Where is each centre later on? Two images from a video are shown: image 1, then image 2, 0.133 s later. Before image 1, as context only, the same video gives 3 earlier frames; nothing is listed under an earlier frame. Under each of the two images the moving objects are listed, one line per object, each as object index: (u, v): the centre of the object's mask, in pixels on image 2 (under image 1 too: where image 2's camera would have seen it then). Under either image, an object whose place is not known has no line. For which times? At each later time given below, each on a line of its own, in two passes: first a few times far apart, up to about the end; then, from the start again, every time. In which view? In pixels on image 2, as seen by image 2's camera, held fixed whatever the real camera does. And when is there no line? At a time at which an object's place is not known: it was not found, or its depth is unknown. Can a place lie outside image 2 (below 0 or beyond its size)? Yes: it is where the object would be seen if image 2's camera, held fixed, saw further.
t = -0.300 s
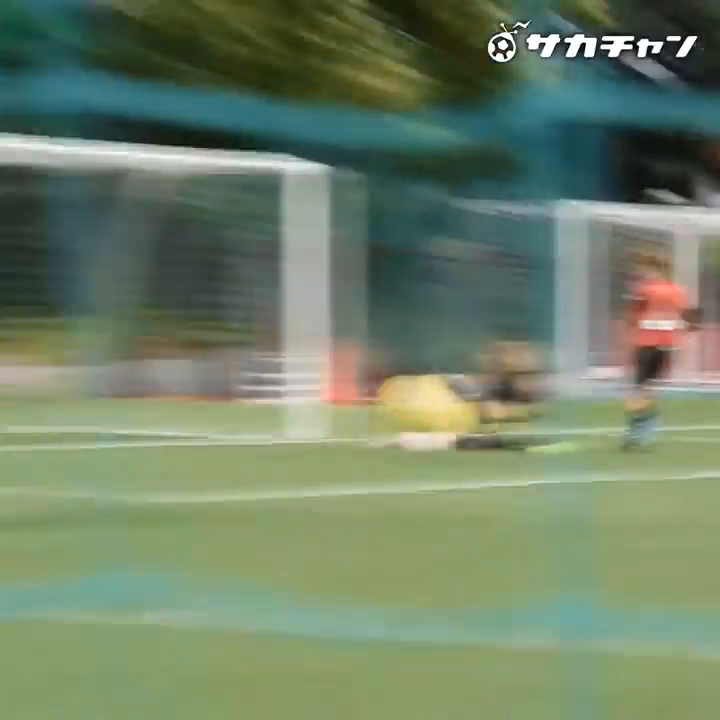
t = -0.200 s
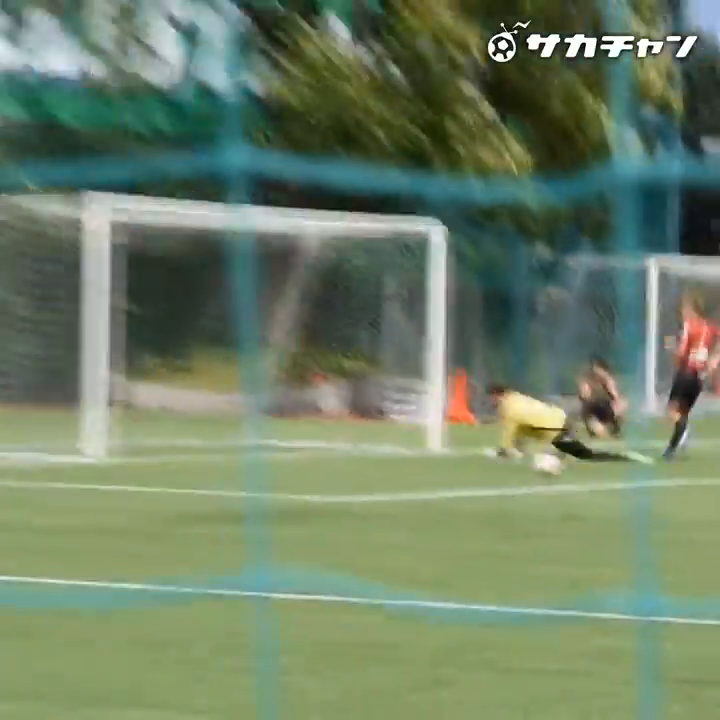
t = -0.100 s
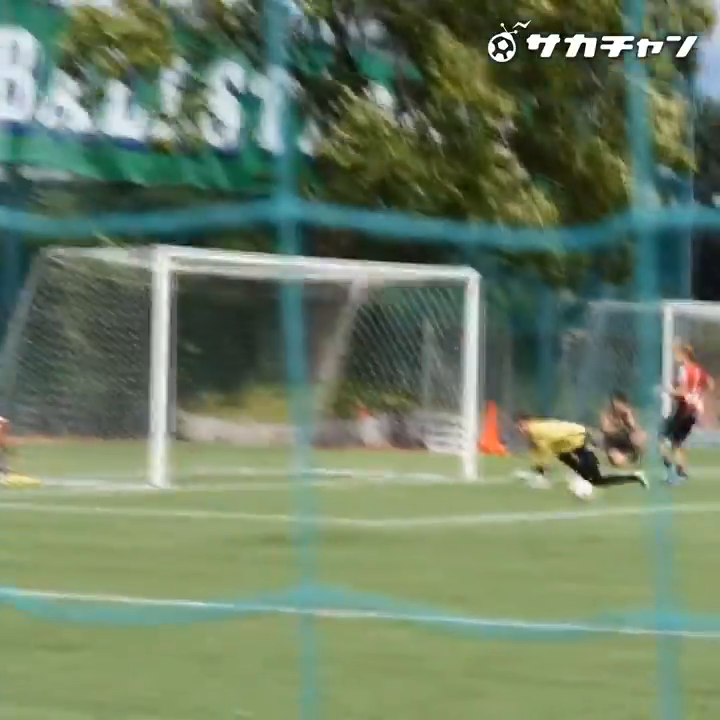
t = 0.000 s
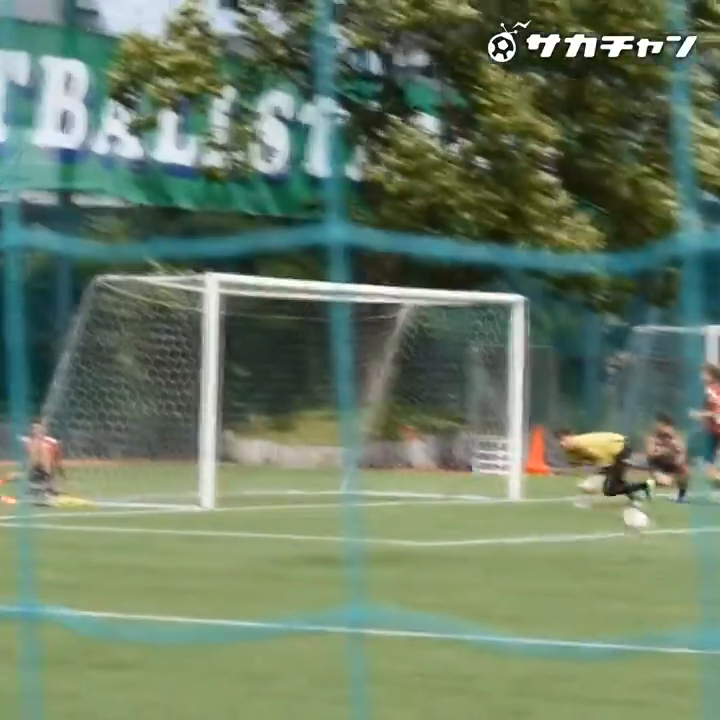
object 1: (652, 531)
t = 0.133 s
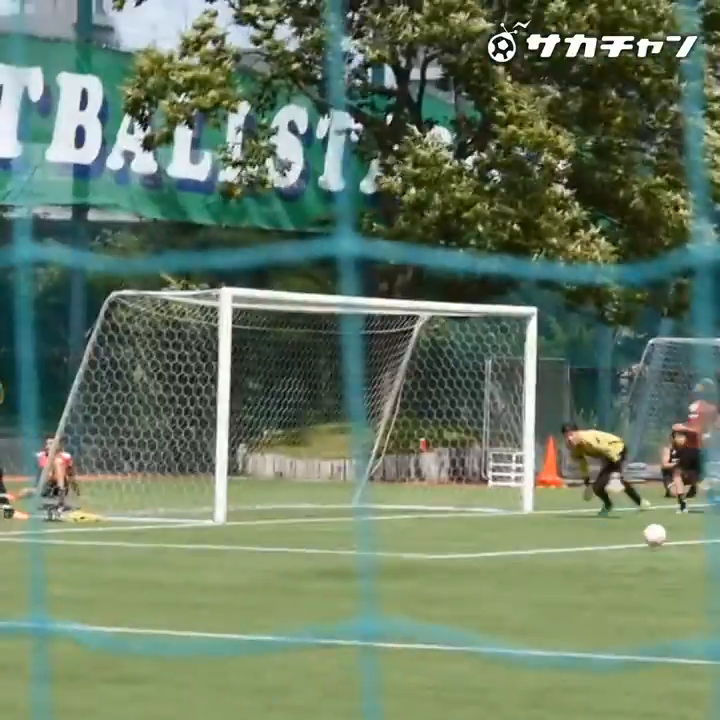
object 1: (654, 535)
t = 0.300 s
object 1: (658, 545)
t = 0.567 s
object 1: (659, 553)
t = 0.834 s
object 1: (653, 562)
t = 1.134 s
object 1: (646, 569)
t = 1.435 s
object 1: (637, 578)
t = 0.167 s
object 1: (655, 536)
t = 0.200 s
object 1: (656, 538)
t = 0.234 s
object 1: (656, 541)
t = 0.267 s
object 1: (657, 544)
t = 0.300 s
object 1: (658, 545)
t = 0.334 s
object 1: (657, 543)
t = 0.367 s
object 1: (659, 541)
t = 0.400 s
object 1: (661, 542)
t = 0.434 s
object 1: (660, 544)
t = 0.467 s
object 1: (659, 545)
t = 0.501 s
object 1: (660, 549)
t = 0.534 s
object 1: (660, 553)
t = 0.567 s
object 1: (659, 553)
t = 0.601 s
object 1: (659, 552)
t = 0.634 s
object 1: (659, 552)
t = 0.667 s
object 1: (658, 554)
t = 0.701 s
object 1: (658, 557)
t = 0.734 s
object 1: (656, 559)
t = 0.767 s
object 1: (655, 560)
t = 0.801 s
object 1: (654, 560)
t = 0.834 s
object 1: (653, 562)
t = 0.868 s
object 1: (652, 563)
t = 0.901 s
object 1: (651, 564)
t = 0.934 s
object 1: (652, 564)
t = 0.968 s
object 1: (651, 565)
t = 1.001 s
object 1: (650, 567)
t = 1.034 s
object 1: (649, 568)
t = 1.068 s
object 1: (648, 568)
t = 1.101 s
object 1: (647, 567)
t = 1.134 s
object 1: (646, 569)
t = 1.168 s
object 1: (645, 569)
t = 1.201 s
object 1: (643, 571)
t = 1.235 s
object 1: (643, 571)
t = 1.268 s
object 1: (642, 572)
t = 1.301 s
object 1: (641, 573)
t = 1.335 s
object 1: (641, 574)
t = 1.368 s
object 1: (640, 576)
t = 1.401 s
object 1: (637, 577)
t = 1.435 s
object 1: (637, 578)
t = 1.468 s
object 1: (637, 579)
